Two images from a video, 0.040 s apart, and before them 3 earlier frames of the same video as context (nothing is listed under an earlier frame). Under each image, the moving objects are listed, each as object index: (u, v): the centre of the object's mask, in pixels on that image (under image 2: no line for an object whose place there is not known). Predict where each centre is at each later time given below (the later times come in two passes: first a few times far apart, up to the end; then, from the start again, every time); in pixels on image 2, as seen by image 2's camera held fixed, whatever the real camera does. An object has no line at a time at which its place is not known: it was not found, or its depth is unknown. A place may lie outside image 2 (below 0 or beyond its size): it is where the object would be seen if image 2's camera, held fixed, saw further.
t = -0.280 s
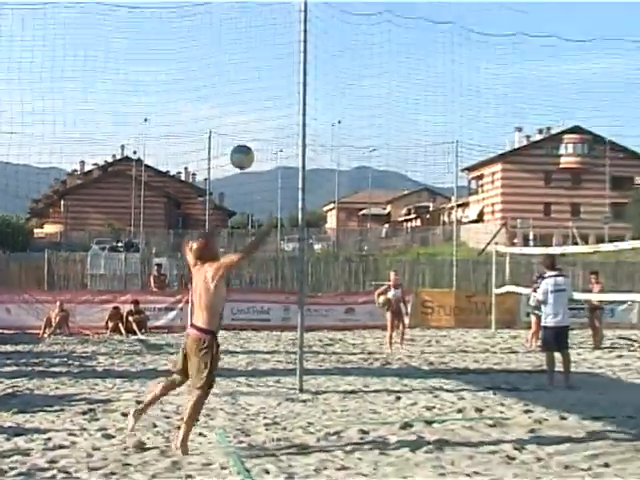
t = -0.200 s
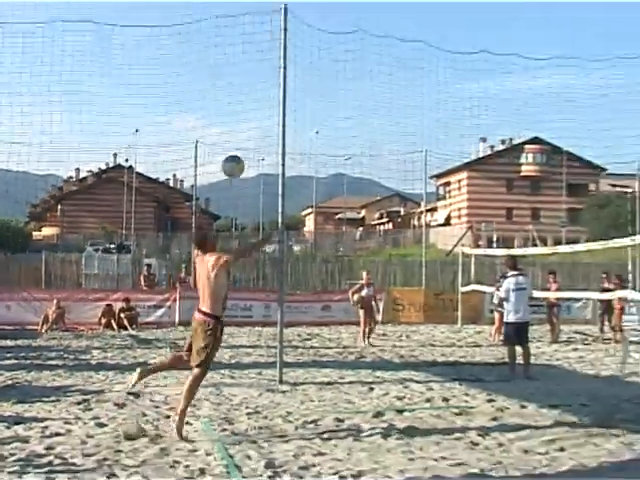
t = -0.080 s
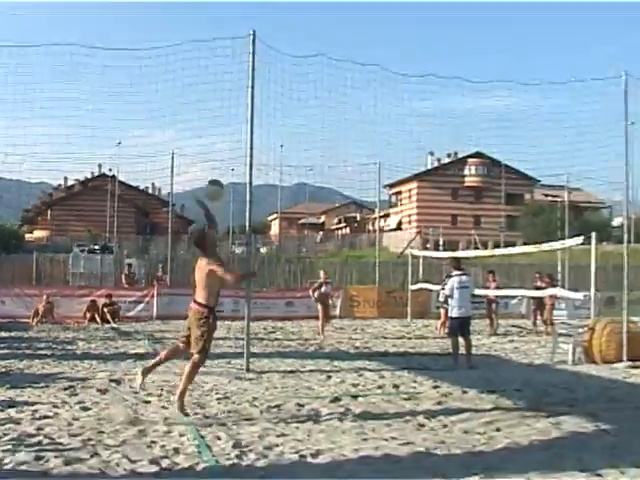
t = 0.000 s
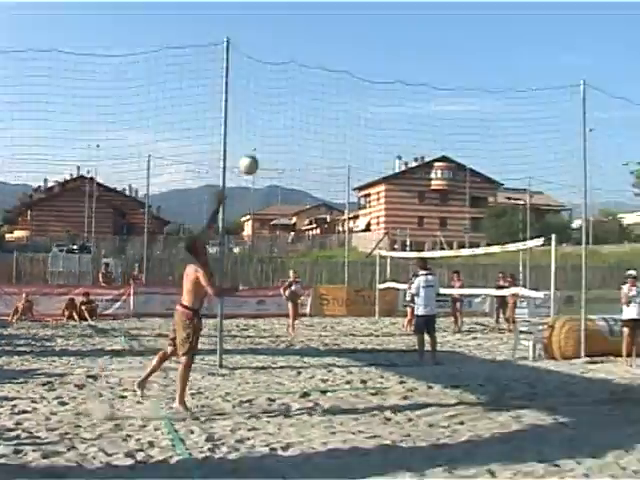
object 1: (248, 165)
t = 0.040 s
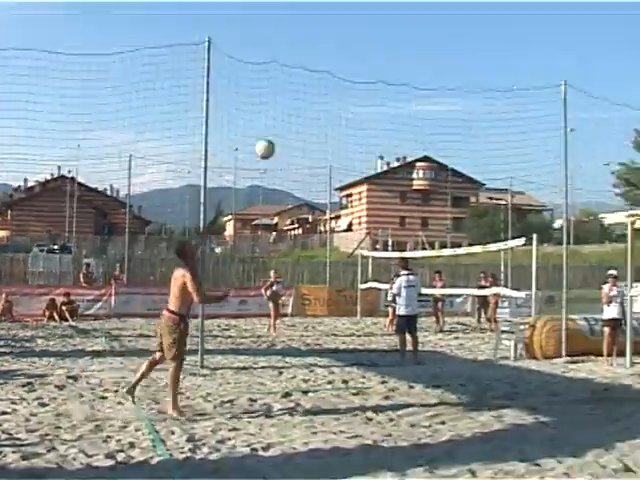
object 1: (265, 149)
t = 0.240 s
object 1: (420, 96)
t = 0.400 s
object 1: (525, 78)
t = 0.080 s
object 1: (298, 135)
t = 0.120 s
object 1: (330, 122)
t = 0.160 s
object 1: (361, 112)
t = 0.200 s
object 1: (391, 103)
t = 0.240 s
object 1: (420, 96)
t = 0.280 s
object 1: (448, 89)
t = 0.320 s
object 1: (474, 84)
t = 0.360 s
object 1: (500, 80)
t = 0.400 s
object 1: (525, 78)
